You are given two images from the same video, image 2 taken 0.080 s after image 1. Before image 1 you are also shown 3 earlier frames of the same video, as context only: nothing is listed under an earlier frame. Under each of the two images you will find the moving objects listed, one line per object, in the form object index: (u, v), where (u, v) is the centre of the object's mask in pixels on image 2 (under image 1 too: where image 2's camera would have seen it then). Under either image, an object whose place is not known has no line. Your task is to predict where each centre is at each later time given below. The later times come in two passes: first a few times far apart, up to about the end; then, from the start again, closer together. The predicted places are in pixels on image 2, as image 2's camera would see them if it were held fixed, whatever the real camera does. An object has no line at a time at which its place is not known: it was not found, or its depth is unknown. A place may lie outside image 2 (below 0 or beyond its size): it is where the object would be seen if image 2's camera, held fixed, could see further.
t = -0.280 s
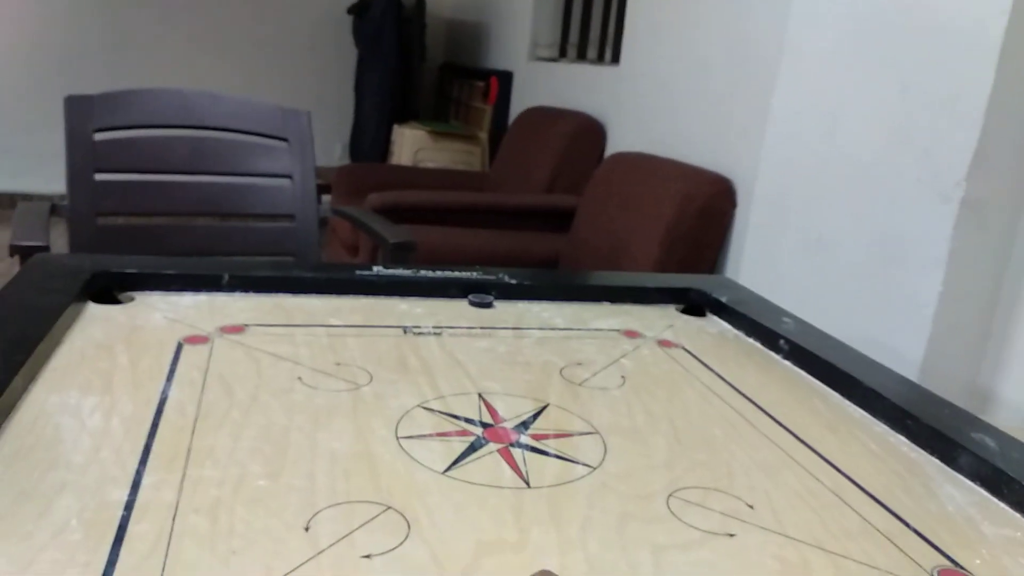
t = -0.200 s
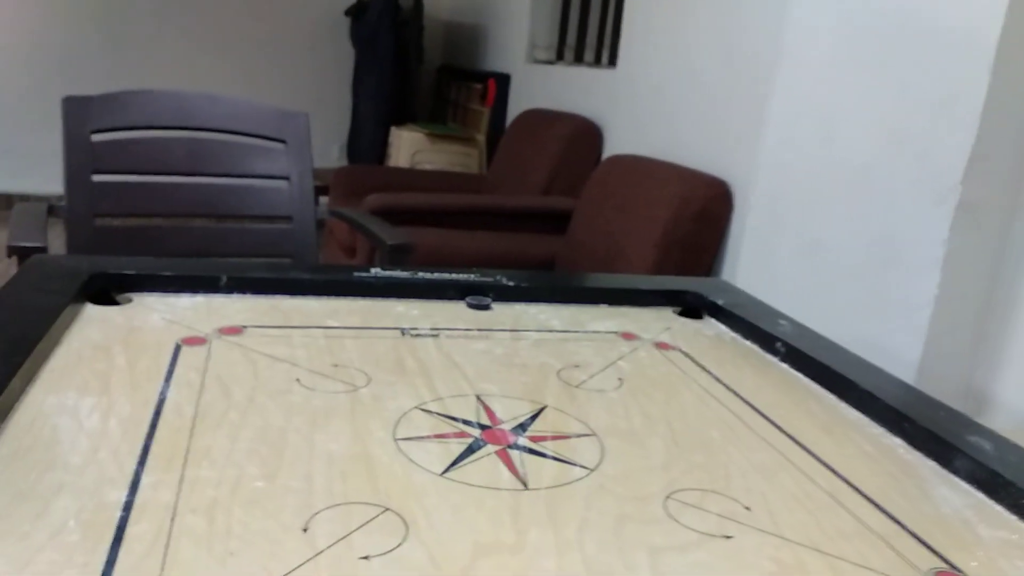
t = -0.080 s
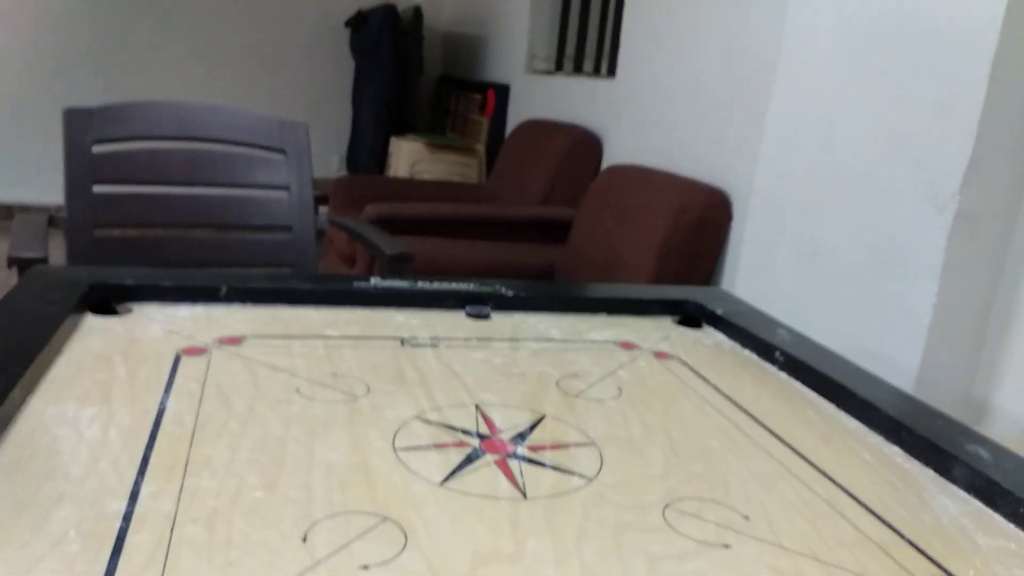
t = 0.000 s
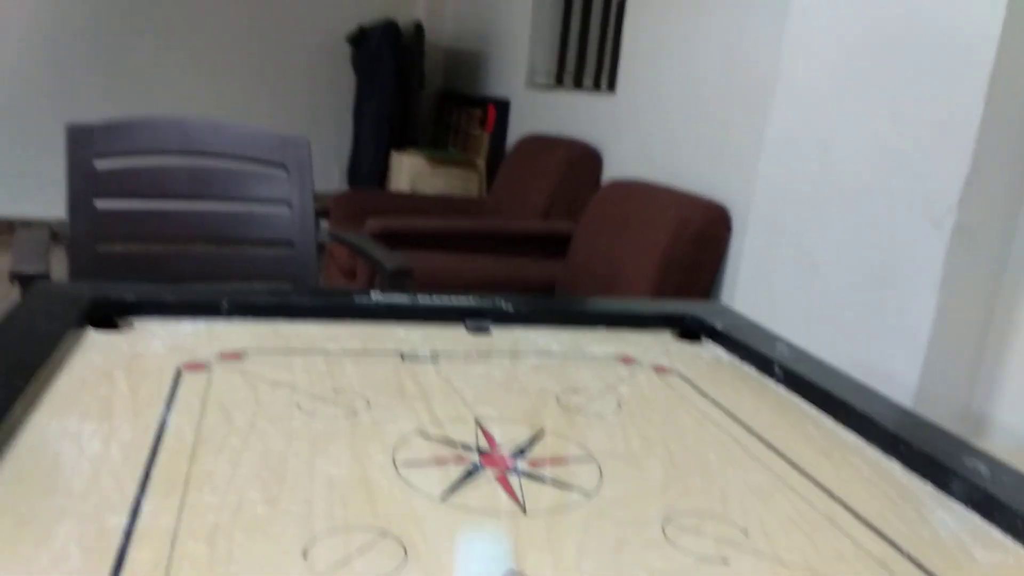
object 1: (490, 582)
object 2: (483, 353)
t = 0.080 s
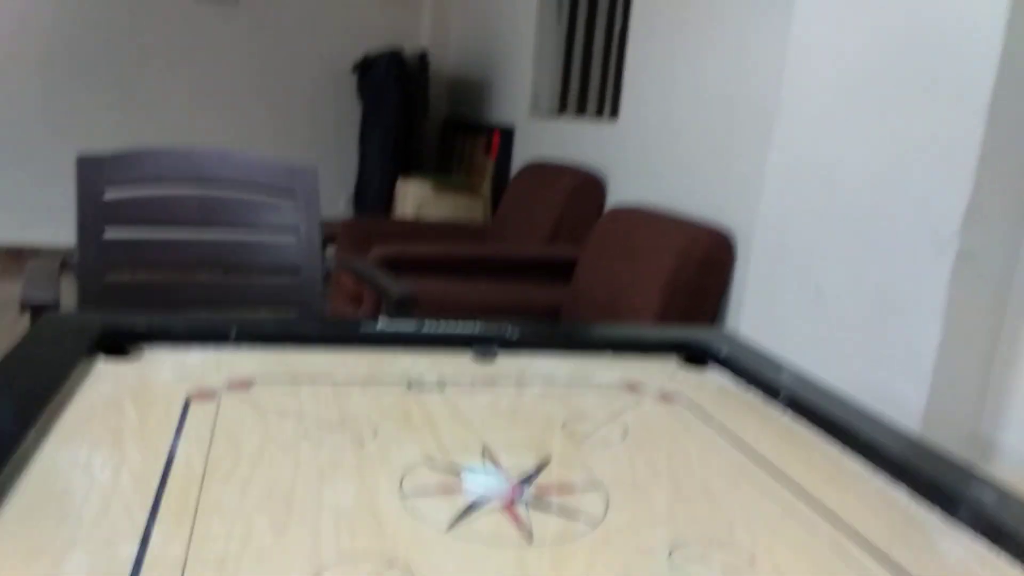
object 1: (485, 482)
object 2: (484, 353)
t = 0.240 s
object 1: (479, 371)
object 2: (483, 354)
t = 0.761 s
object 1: (443, 386)
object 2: (630, 376)
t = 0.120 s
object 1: (483, 446)
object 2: (485, 353)
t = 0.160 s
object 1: (481, 416)
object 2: (484, 353)
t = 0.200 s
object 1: (479, 394)
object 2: (482, 353)
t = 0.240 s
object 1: (479, 371)
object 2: (483, 354)
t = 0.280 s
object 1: (477, 364)
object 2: (489, 352)
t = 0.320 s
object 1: (470, 369)
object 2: (519, 358)
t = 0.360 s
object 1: (464, 372)
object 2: (538, 362)
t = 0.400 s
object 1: (458, 375)
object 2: (558, 366)
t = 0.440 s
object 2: (575, 368)
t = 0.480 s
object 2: (588, 371)
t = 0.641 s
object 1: (444, 386)
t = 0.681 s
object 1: (444, 387)
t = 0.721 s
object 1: (443, 386)
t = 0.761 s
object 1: (443, 386)
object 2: (630, 376)
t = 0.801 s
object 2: (630, 377)
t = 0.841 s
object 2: (631, 378)
